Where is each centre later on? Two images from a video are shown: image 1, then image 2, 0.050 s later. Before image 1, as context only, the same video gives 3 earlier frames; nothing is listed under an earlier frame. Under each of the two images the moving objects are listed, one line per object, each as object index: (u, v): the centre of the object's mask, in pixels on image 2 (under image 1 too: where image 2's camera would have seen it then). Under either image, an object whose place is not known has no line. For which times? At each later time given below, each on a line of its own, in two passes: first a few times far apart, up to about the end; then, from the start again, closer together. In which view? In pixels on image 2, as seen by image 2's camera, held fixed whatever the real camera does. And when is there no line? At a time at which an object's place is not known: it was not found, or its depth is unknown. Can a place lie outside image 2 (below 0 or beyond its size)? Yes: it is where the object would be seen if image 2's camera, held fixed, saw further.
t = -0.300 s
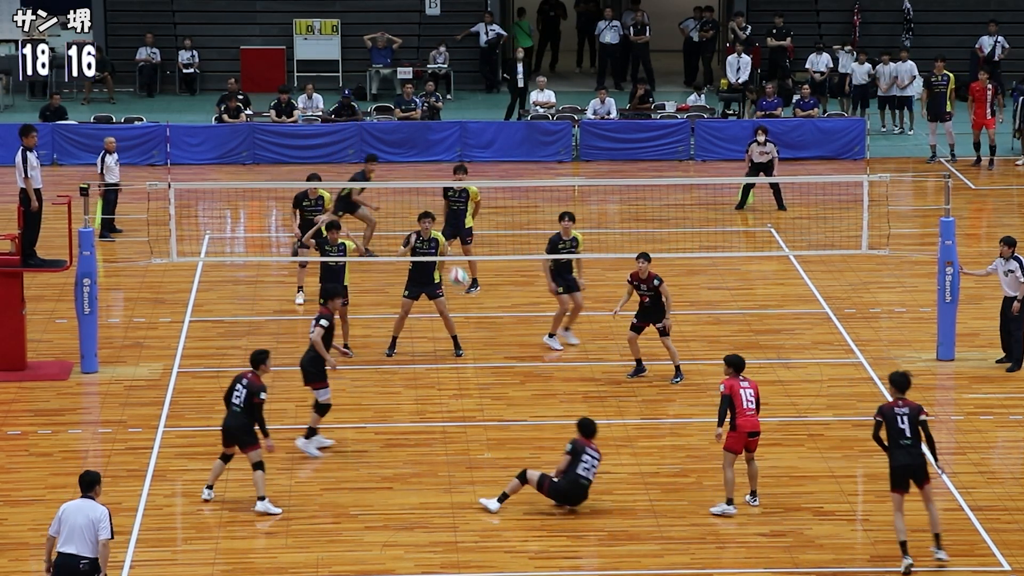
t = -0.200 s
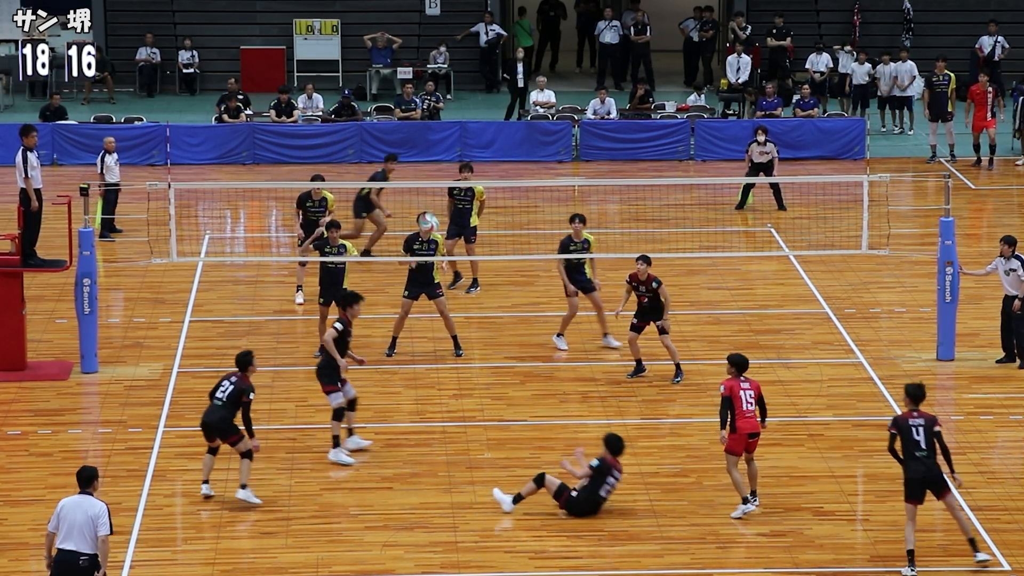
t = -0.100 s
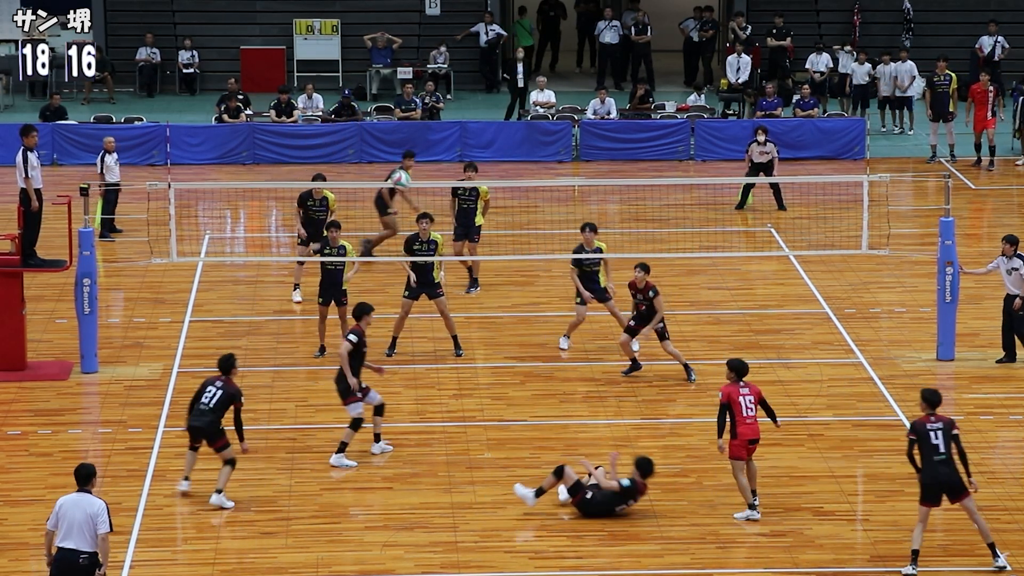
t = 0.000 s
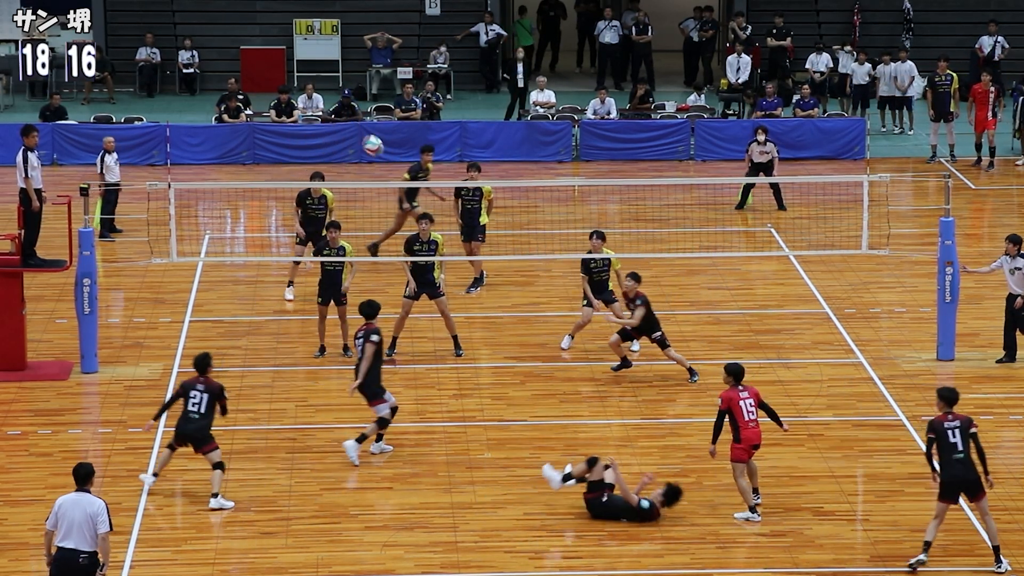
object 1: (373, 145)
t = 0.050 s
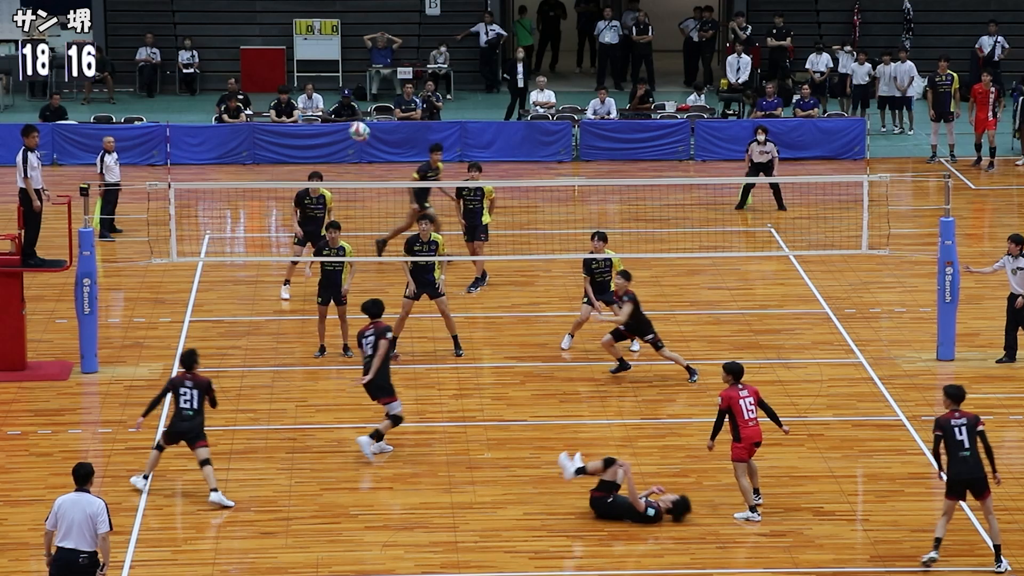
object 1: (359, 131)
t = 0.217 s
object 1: (314, 100)
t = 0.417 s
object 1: (263, 91)
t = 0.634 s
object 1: (210, 119)
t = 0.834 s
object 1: (162, 174)
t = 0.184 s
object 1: (322, 104)
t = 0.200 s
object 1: (319, 102)
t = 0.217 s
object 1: (314, 100)
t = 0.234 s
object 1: (309, 98)
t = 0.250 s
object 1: (306, 95)
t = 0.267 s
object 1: (301, 94)
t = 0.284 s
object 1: (297, 92)
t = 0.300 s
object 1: (292, 92)
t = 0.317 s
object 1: (288, 91)
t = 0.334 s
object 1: (284, 91)
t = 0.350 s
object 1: (280, 91)
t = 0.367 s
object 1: (275, 90)
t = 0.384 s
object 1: (271, 90)
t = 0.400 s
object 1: (267, 91)
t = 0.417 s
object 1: (263, 91)
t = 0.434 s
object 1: (259, 93)
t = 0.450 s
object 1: (254, 93)
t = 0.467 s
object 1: (251, 95)
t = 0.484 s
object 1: (247, 96)
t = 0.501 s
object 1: (242, 98)
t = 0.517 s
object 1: (238, 100)
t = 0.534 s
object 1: (234, 102)
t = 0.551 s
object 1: (230, 105)
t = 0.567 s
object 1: (226, 106)
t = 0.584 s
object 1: (222, 110)
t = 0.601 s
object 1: (218, 112)
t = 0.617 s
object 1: (214, 116)
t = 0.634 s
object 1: (210, 119)
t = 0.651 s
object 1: (205, 123)
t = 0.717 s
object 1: (189, 139)
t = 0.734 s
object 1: (186, 144)
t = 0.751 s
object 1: (182, 148)
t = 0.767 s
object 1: (178, 154)
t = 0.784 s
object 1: (174, 158)
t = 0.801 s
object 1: (170, 163)
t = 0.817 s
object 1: (167, 168)
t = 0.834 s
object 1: (162, 174)
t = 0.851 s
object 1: (158, 181)
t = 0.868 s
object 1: (154, 186)
